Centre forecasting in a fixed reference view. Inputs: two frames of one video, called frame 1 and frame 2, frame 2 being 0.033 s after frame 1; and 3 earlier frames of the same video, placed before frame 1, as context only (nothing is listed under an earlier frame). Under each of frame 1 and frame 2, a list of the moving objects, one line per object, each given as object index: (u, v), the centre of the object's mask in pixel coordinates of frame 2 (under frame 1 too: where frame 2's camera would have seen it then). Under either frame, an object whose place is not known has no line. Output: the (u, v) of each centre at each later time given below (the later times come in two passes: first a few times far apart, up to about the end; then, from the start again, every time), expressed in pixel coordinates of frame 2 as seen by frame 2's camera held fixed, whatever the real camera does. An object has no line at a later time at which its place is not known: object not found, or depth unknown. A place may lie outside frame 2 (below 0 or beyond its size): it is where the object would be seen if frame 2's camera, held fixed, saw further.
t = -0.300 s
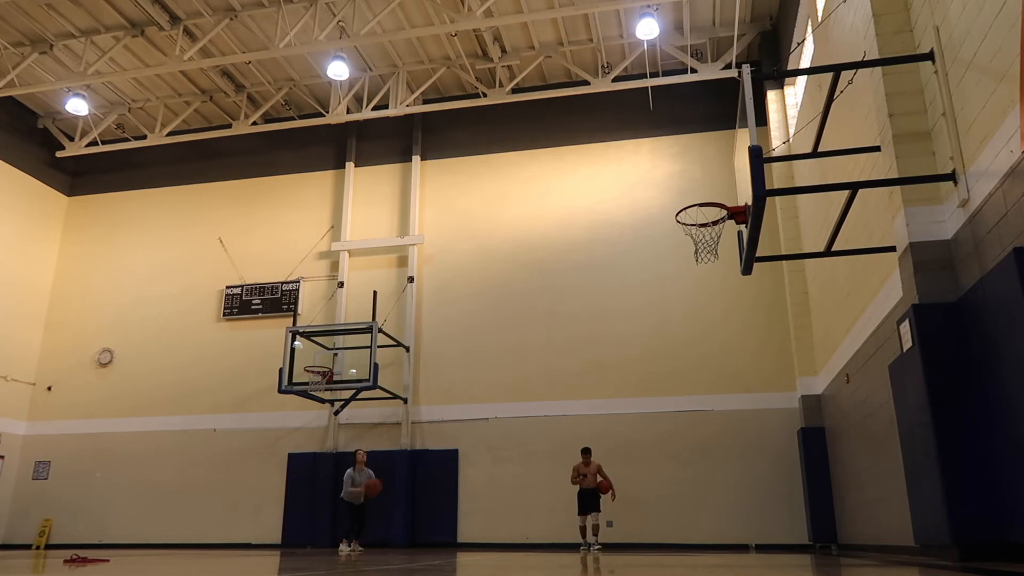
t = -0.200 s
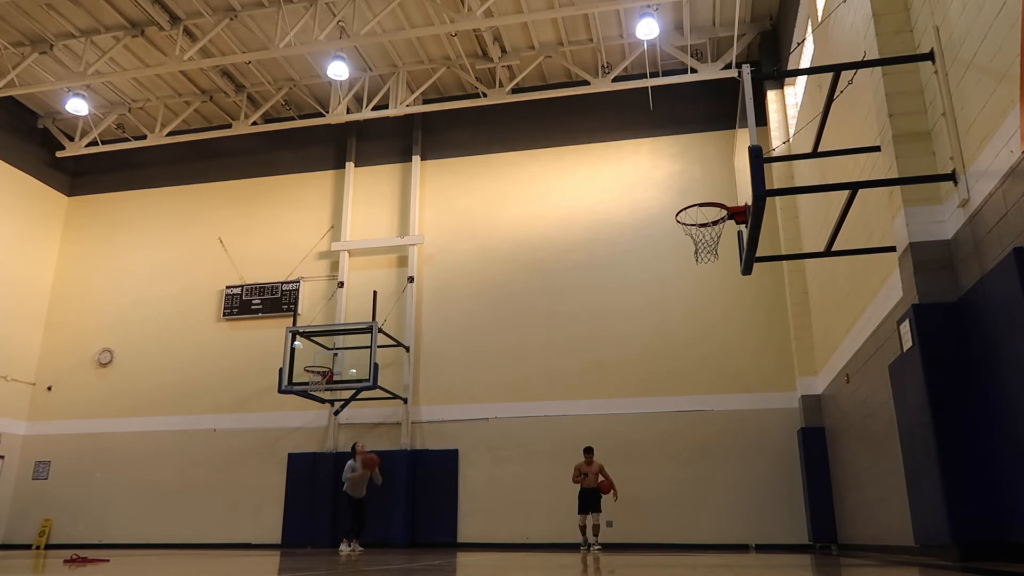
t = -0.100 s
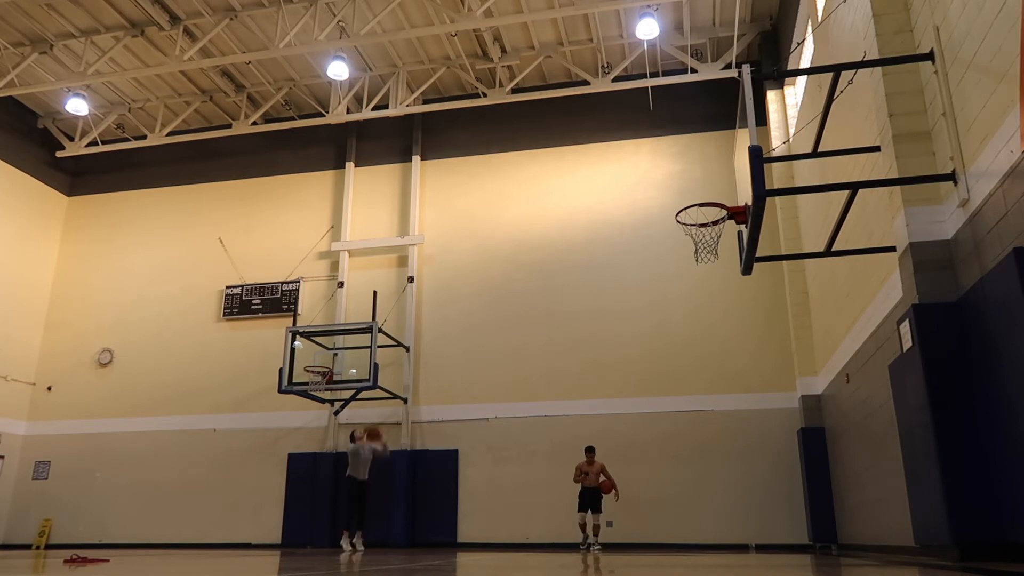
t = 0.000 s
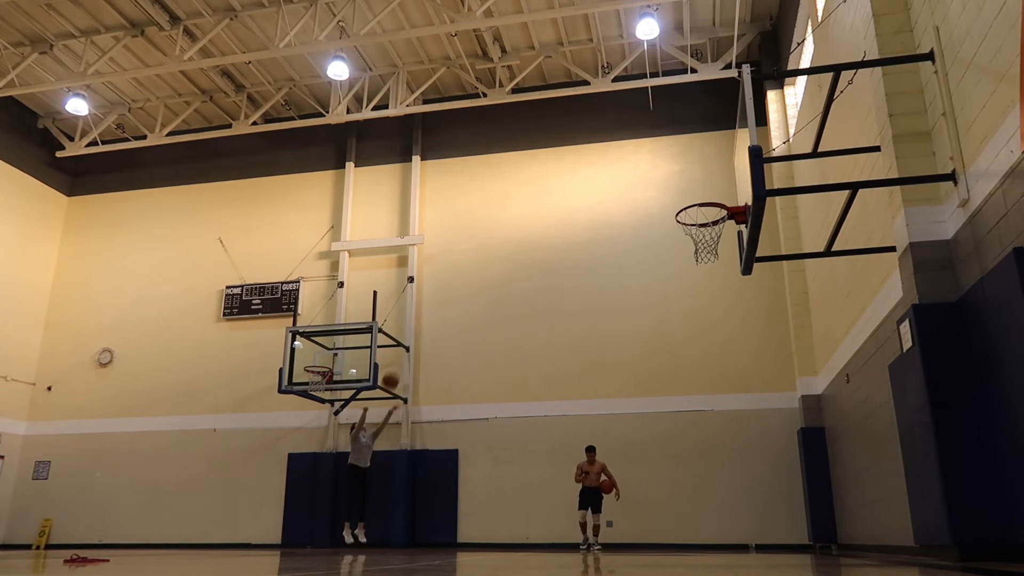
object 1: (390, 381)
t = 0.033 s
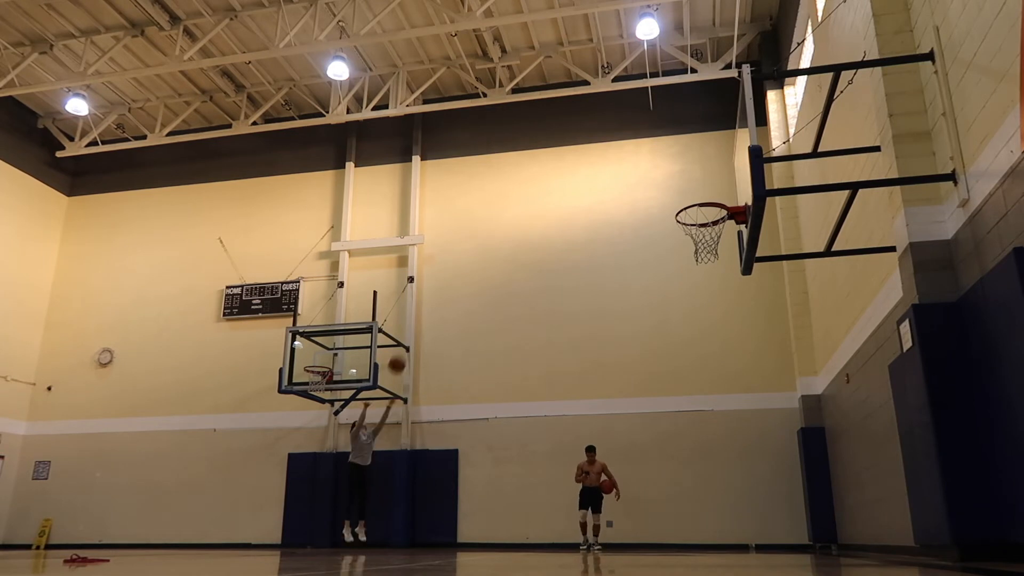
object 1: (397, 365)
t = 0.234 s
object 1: (437, 277)
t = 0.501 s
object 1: (492, 196)
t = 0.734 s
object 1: (547, 158)
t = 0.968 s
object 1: (612, 159)
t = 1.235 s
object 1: (702, 211)
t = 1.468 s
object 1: (703, 210)
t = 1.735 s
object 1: (699, 214)
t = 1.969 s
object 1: (701, 255)
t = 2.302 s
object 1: (721, 368)
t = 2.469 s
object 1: (734, 475)
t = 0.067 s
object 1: (404, 348)
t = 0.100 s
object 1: (410, 333)
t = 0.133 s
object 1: (417, 318)
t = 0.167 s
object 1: (424, 304)
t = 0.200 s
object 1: (430, 290)
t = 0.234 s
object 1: (437, 277)
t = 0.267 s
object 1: (444, 265)
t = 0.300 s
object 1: (450, 253)
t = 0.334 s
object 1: (457, 242)
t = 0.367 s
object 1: (464, 231)
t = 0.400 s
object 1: (471, 221)
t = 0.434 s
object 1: (478, 212)
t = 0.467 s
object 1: (485, 204)
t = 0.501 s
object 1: (492, 196)
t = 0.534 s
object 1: (500, 188)
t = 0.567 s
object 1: (507, 182)
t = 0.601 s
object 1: (515, 176)
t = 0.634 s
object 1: (523, 170)
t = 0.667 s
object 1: (531, 166)
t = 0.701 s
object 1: (539, 162)
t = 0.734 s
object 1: (547, 158)
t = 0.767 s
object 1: (556, 156)
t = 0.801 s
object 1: (565, 155)
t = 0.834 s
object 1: (574, 154)
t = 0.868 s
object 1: (583, 153)
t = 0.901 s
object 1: (592, 154)
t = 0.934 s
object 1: (602, 156)
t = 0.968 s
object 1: (612, 159)
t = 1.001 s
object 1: (622, 163)
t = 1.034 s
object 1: (633, 167)
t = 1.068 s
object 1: (644, 174)
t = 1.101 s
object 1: (656, 181)
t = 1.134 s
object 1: (668, 189)
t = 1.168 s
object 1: (680, 199)
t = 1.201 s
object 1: (694, 210)
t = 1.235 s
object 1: (702, 211)
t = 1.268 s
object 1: (710, 209)
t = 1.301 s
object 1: (710, 208)
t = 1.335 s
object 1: (700, 209)
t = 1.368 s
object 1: (690, 212)
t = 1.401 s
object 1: (690, 211)
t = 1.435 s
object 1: (697, 210)
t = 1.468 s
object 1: (703, 210)
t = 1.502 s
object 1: (710, 211)
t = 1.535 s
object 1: (711, 210)
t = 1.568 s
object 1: (708, 207)
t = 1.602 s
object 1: (706, 206)
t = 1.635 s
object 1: (704, 206)
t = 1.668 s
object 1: (701, 207)
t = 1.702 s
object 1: (699, 209)
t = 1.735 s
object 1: (699, 214)
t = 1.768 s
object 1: (698, 218)
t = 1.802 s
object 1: (697, 225)
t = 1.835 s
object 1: (697, 233)
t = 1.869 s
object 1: (697, 240)
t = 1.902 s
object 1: (698, 245)
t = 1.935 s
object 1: (699, 250)
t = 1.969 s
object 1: (701, 255)
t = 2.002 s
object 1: (702, 261)
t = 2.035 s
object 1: (704, 268)
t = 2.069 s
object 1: (706, 277)
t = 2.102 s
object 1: (707, 286)
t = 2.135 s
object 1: (709, 297)
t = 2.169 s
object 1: (712, 309)
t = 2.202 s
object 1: (714, 322)
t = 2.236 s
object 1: (716, 336)
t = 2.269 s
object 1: (718, 352)
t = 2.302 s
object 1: (721, 368)
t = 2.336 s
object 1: (723, 387)
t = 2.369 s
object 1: (726, 407)
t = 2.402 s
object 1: (729, 428)
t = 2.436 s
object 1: (731, 450)
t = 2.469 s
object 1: (734, 475)
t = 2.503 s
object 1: (737, 501)
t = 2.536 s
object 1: (741, 527)
